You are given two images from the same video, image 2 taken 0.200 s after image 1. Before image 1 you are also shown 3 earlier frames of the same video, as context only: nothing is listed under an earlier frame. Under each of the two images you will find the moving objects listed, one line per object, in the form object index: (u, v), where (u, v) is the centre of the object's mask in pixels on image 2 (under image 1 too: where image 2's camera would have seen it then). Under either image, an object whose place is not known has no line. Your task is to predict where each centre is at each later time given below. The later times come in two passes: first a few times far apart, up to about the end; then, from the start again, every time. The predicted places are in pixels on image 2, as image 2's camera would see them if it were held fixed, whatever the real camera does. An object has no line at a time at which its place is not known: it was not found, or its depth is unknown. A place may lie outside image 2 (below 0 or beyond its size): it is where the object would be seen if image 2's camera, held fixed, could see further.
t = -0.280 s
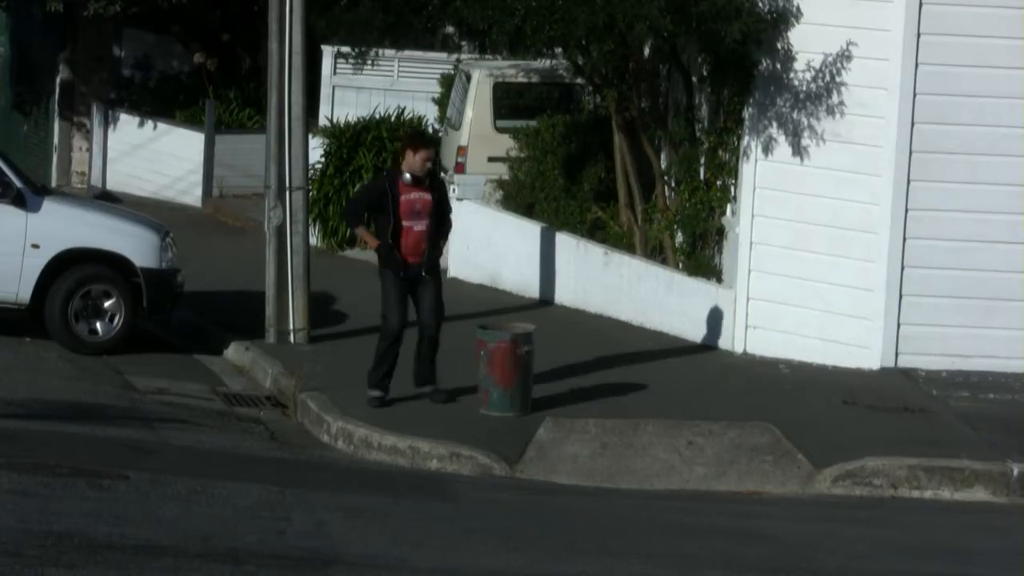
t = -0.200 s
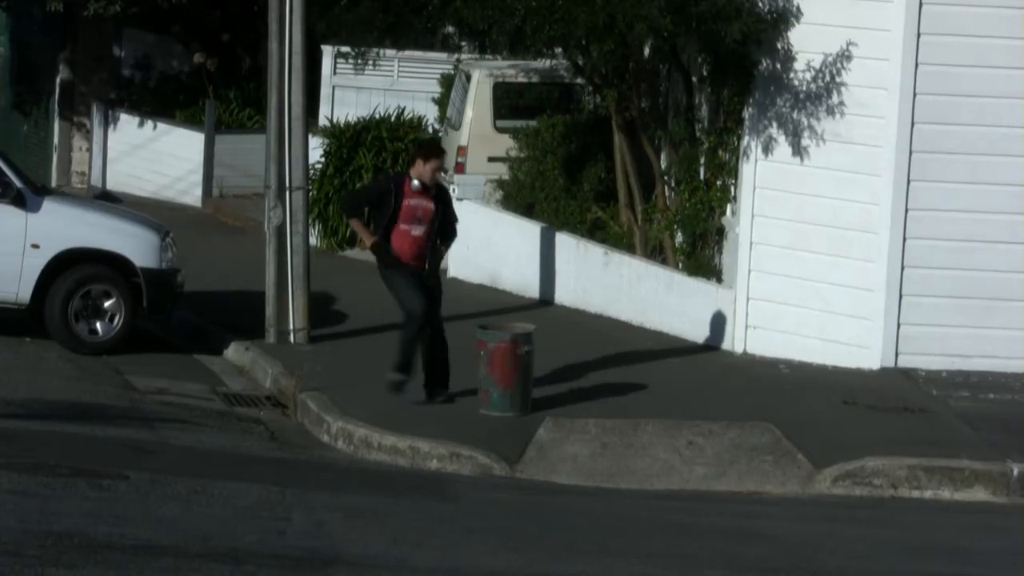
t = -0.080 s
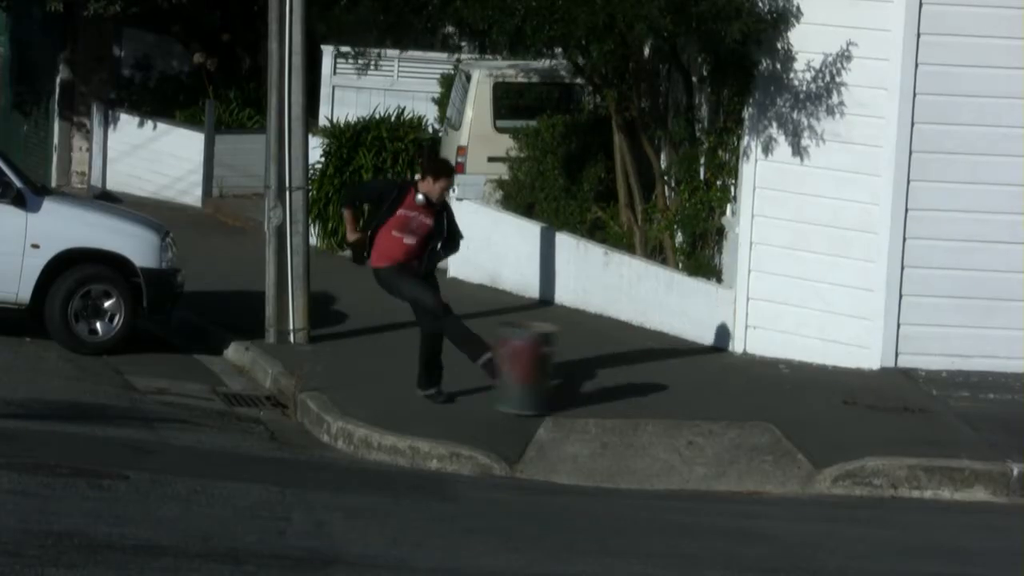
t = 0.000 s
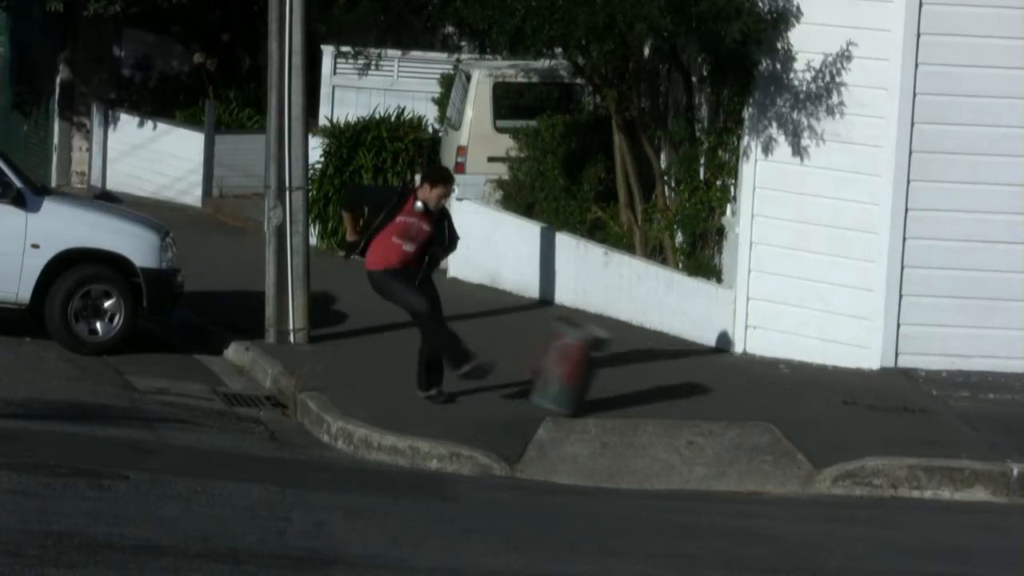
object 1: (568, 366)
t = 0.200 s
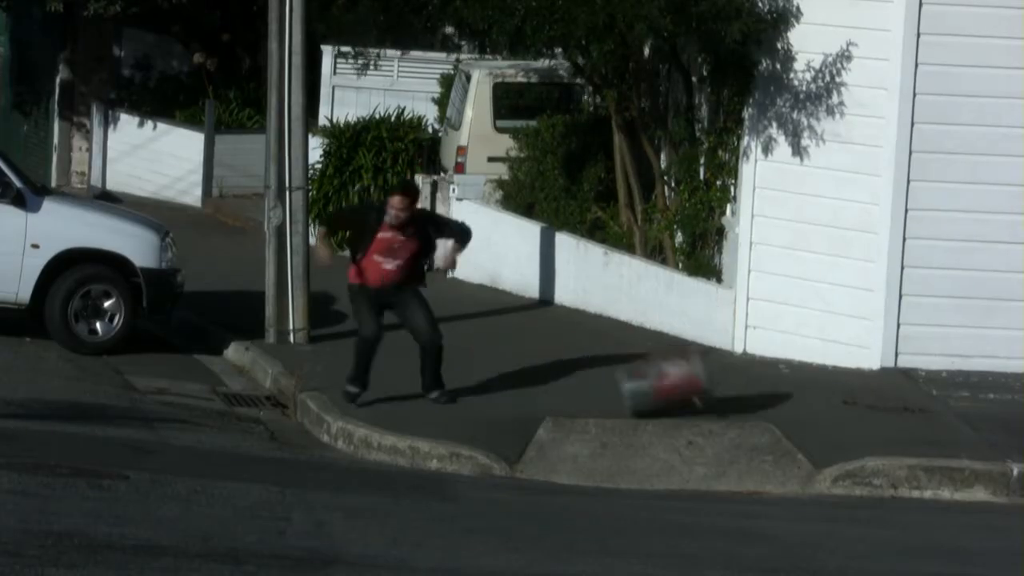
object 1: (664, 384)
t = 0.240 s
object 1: (684, 390)
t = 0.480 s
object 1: (749, 388)
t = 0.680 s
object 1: (781, 394)
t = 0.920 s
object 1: (793, 400)
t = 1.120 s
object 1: (793, 400)
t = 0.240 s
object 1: (684, 390)
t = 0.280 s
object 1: (698, 391)
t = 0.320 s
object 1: (708, 389)
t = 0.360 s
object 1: (721, 388)
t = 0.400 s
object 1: (731, 387)
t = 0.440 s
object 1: (739, 385)
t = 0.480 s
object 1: (749, 388)
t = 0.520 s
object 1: (759, 394)
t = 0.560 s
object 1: (767, 398)
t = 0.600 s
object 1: (773, 395)
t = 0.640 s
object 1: (778, 394)
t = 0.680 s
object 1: (781, 394)
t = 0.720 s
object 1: (785, 396)
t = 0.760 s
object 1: (787, 398)
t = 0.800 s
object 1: (789, 398)
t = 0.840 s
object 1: (791, 397)
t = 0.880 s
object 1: (791, 399)
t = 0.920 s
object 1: (793, 400)
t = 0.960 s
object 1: (794, 399)
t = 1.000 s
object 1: (795, 400)
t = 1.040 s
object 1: (794, 400)
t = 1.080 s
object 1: (794, 400)
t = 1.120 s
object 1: (793, 400)
